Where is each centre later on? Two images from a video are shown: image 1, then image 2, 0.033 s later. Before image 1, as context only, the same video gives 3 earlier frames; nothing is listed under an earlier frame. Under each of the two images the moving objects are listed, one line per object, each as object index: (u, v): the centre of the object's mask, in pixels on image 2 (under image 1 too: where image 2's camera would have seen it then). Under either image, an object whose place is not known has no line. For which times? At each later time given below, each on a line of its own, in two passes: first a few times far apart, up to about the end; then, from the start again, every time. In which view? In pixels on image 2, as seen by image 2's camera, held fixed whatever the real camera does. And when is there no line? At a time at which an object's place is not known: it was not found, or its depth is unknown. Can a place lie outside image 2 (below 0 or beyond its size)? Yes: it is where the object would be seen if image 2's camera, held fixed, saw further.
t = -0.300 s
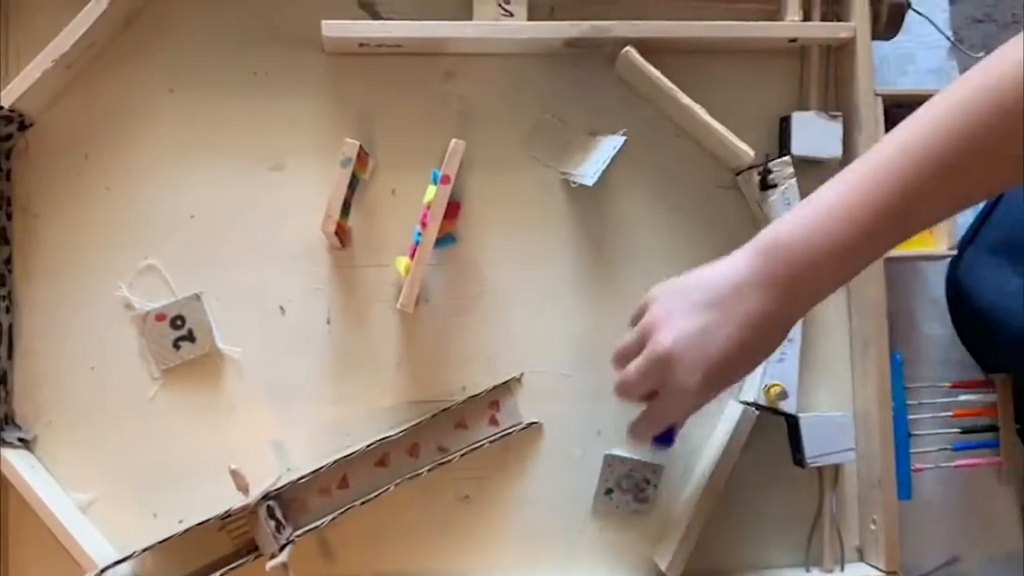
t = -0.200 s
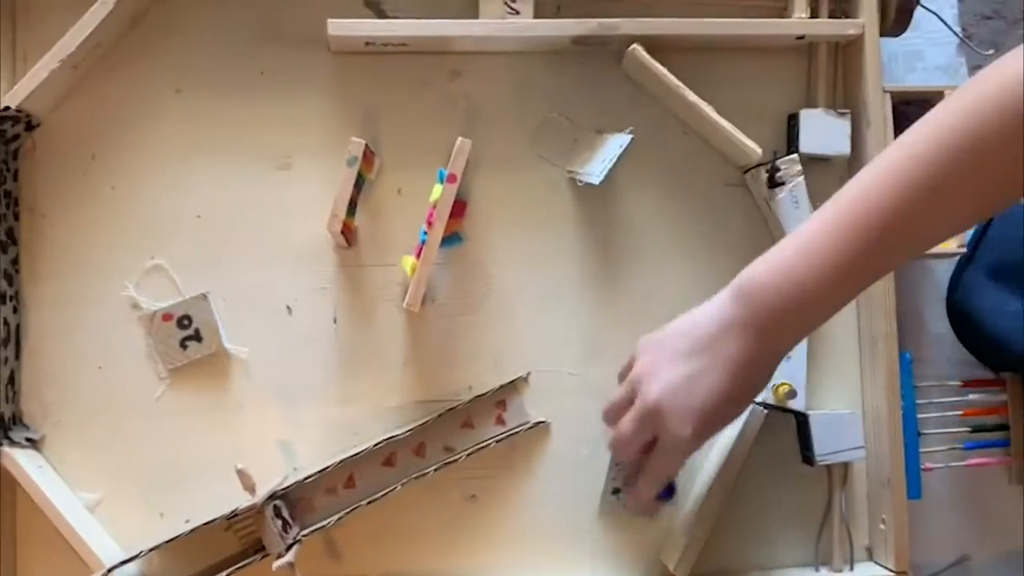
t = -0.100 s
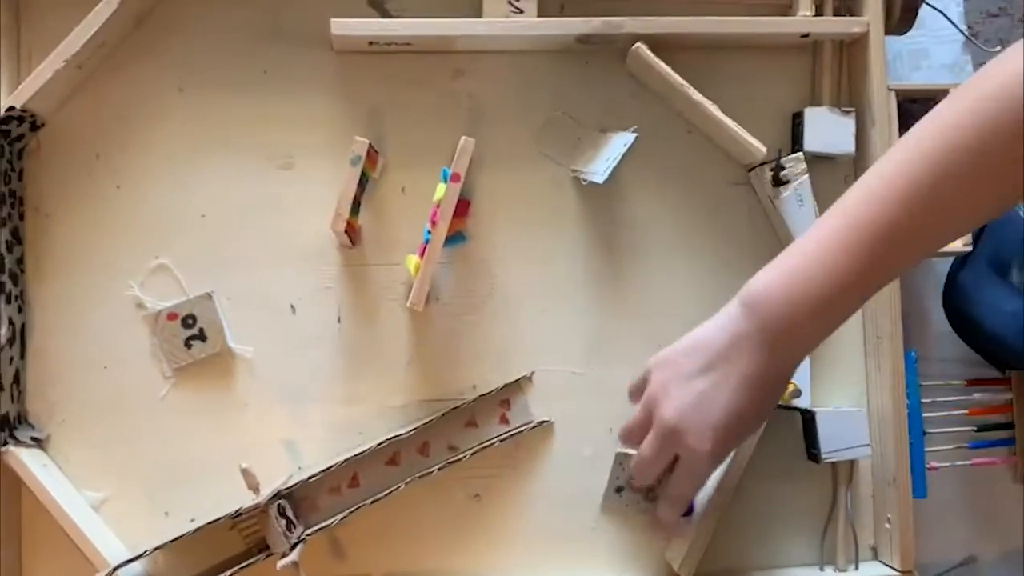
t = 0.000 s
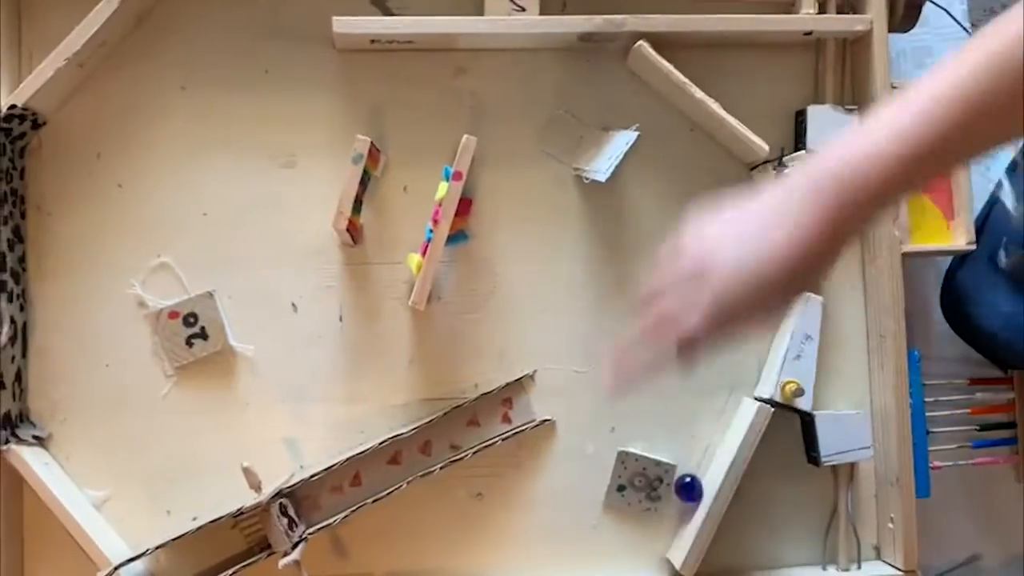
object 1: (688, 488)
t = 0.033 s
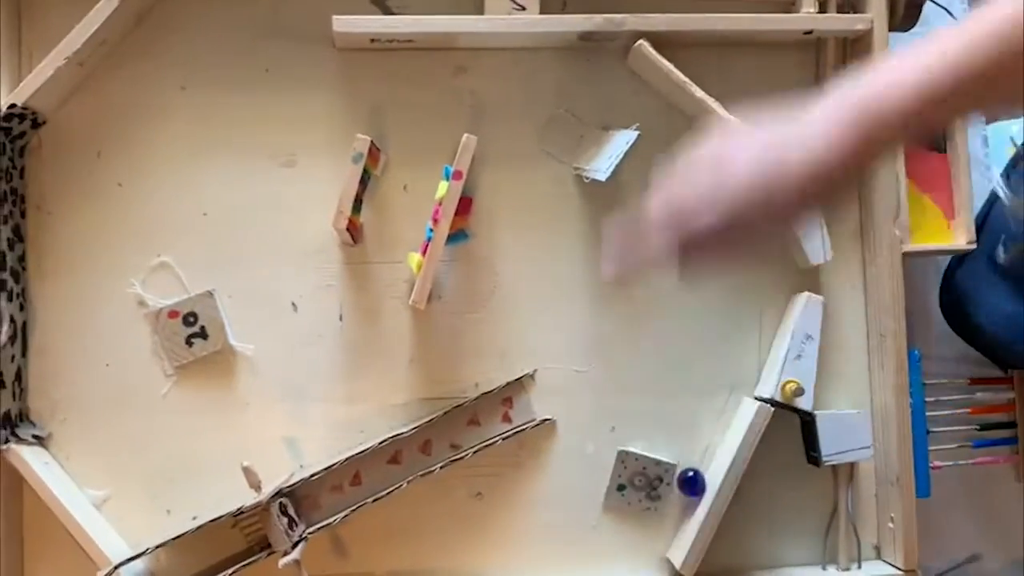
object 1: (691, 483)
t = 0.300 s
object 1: (714, 435)
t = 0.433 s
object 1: (728, 405)
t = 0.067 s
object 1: (693, 477)
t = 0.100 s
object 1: (696, 472)
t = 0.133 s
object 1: (699, 466)
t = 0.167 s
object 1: (702, 461)
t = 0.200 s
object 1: (704, 455)
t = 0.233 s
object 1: (707, 449)
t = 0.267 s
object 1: (710, 442)
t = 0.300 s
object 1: (714, 435)
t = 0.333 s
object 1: (717, 428)
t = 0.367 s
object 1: (721, 420)
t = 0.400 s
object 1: (724, 413)
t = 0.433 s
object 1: (728, 405)
